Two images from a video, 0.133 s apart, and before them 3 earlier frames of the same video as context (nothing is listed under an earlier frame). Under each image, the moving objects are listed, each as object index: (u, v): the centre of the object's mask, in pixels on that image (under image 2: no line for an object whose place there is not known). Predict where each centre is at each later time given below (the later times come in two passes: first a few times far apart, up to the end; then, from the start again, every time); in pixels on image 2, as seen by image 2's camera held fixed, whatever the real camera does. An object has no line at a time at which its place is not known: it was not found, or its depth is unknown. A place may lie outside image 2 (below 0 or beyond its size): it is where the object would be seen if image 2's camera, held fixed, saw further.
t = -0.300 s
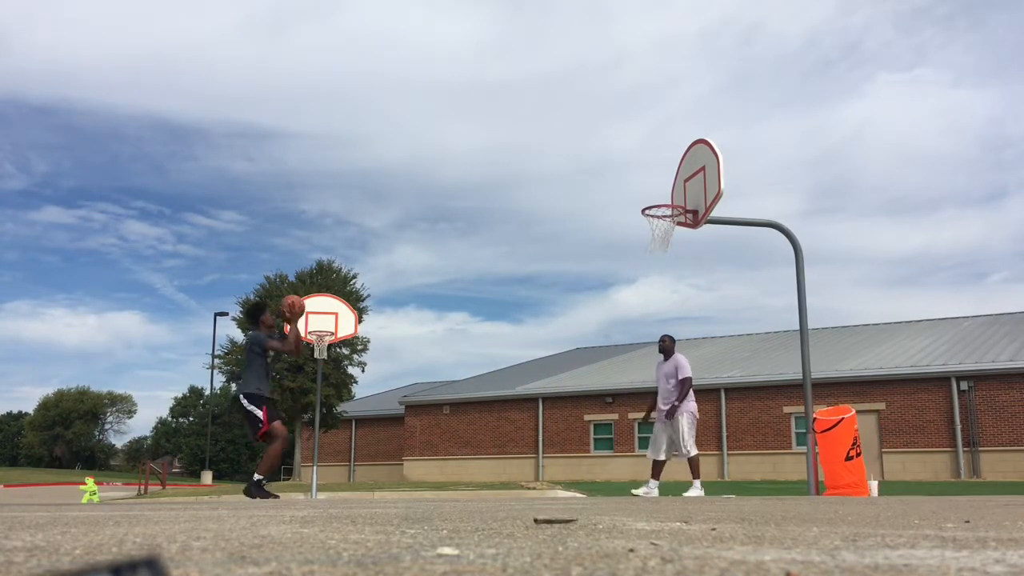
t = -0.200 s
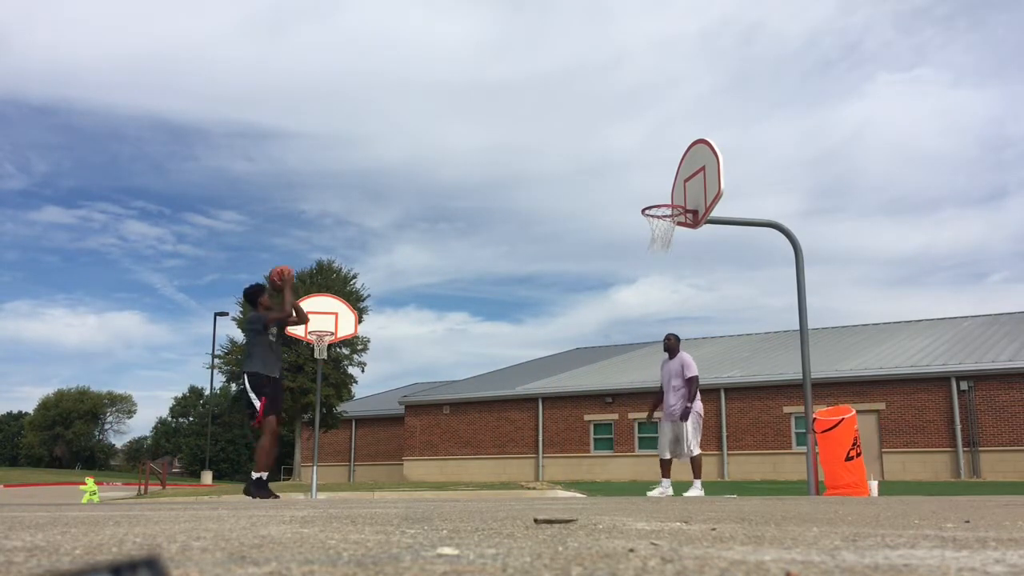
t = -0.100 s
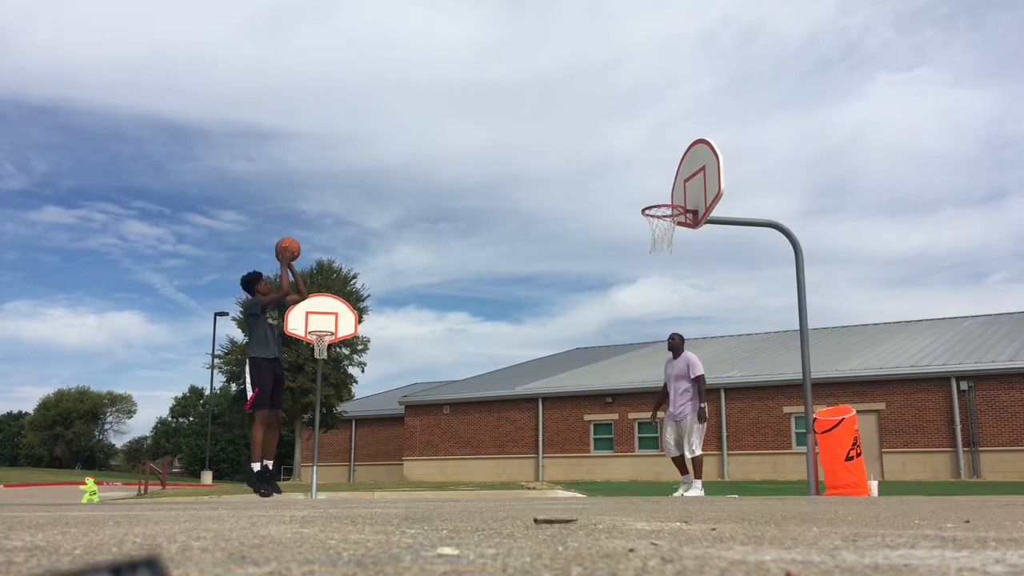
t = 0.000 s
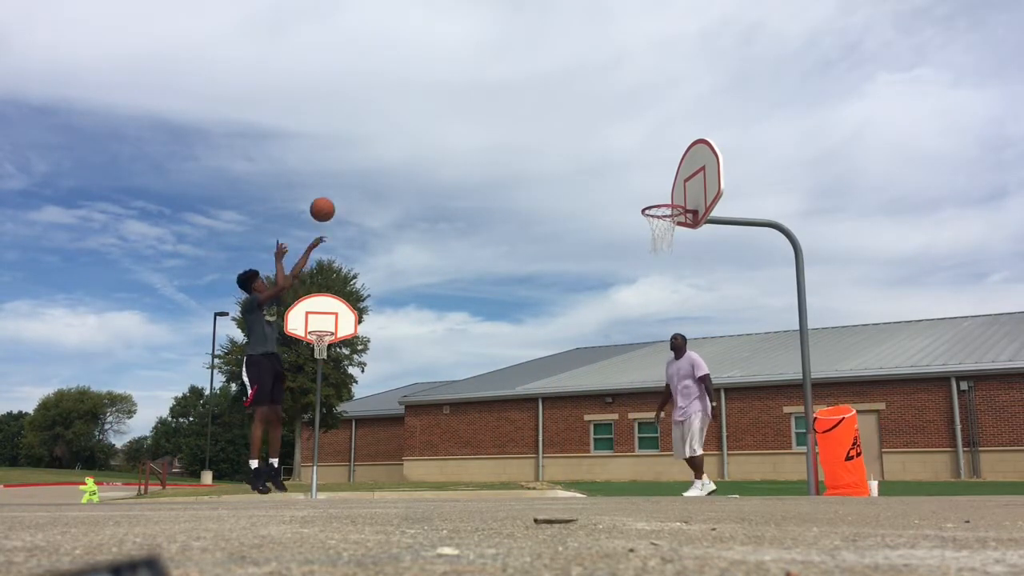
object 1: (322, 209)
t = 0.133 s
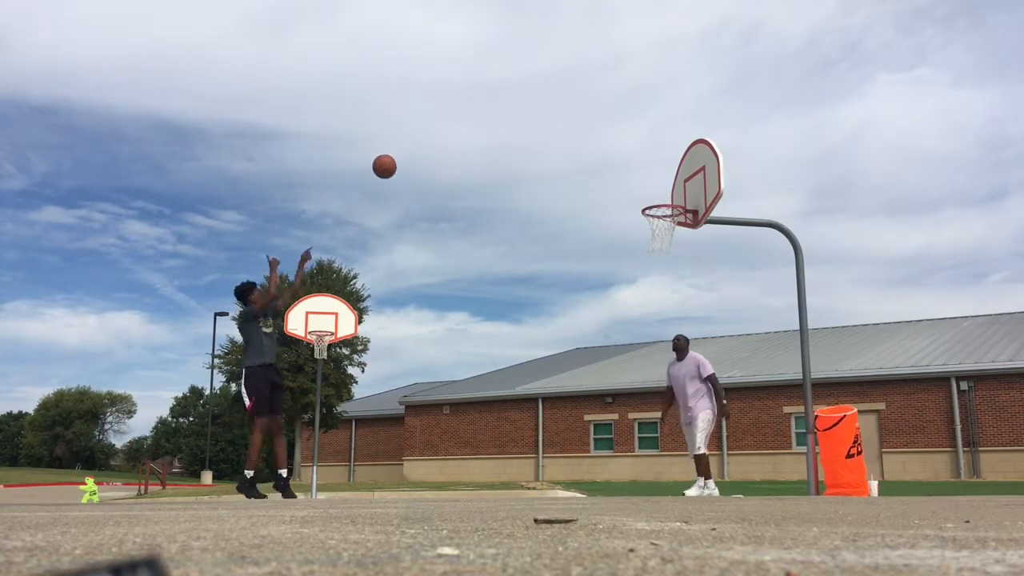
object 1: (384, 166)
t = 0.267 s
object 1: (442, 141)
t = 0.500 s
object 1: (533, 137)
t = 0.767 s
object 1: (630, 187)
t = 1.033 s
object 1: (677, 179)
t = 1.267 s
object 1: (654, 185)
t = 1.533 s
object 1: (622, 197)
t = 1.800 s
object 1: (593, 234)
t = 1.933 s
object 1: (579, 274)
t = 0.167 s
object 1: (399, 158)
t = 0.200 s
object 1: (413, 152)
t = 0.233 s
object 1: (428, 146)
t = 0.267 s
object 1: (442, 141)
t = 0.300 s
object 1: (455, 138)
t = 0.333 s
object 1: (469, 135)
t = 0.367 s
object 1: (482, 134)
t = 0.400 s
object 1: (495, 133)
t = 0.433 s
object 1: (508, 133)
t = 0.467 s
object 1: (520, 135)
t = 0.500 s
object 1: (533, 137)
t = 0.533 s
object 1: (546, 140)
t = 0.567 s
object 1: (558, 144)
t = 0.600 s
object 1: (570, 149)
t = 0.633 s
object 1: (583, 155)
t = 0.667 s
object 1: (595, 161)
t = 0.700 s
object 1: (606, 169)
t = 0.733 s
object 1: (618, 177)
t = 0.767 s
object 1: (630, 187)
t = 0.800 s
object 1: (642, 197)
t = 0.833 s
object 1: (648, 195)
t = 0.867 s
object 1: (653, 190)
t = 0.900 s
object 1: (658, 186)
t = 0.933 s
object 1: (663, 183)
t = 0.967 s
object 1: (668, 181)
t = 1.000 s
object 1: (672, 180)
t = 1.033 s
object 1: (677, 179)
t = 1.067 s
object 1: (681, 179)
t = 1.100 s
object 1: (677, 178)
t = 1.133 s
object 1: (672, 178)
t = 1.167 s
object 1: (668, 178)
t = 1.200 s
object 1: (663, 179)
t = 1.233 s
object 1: (659, 182)
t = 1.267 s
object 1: (654, 185)
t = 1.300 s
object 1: (650, 189)
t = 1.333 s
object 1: (646, 194)
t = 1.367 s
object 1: (641, 200)
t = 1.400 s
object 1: (637, 201)
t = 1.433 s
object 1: (634, 198)
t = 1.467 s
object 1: (630, 197)
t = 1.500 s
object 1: (626, 197)
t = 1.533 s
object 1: (622, 197)
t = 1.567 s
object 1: (618, 198)
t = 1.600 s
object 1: (615, 201)
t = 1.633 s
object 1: (611, 204)
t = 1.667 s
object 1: (607, 208)
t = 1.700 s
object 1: (604, 213)
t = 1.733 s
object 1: (600, 219)
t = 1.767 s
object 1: (596, 226)
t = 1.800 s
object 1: (593, 234)
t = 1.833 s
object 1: (589, 242)
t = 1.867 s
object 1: (586, 252)
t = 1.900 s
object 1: (582, 263)
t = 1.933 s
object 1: (579, 274)
